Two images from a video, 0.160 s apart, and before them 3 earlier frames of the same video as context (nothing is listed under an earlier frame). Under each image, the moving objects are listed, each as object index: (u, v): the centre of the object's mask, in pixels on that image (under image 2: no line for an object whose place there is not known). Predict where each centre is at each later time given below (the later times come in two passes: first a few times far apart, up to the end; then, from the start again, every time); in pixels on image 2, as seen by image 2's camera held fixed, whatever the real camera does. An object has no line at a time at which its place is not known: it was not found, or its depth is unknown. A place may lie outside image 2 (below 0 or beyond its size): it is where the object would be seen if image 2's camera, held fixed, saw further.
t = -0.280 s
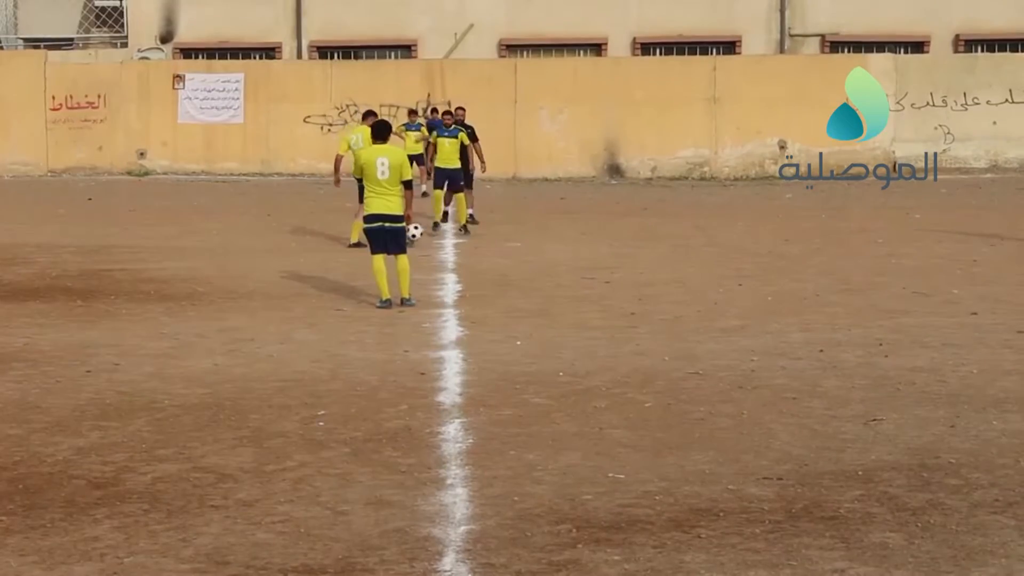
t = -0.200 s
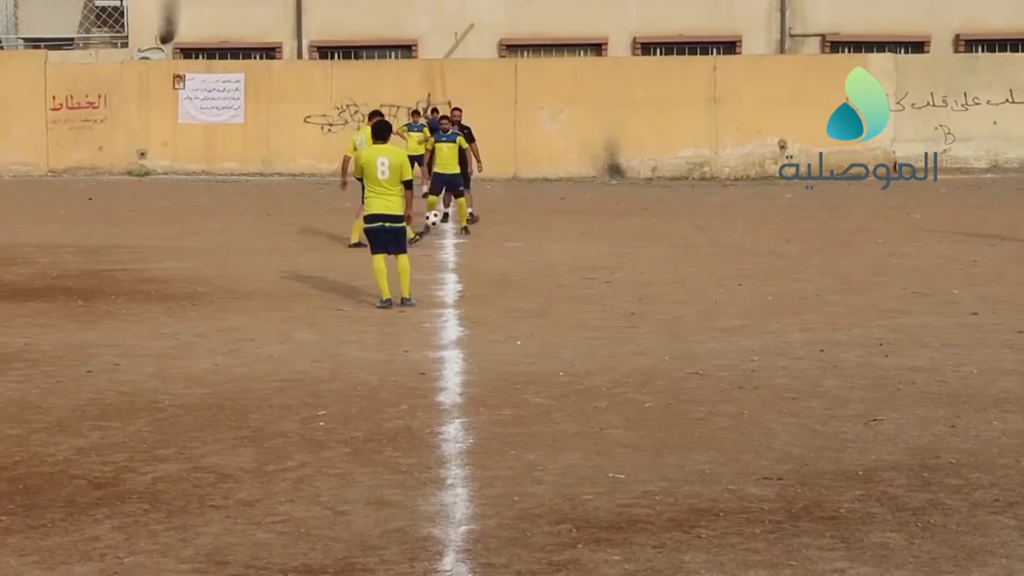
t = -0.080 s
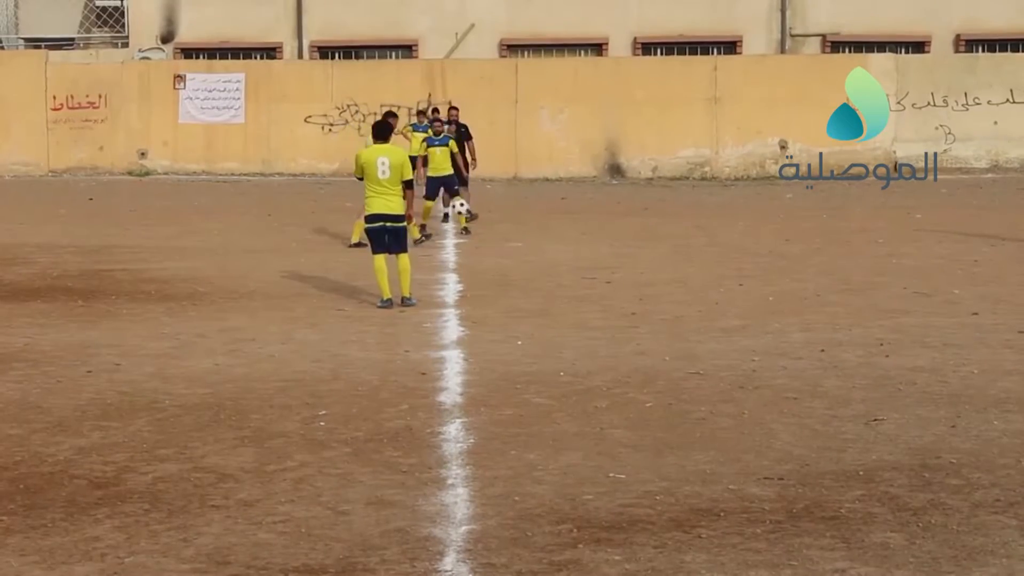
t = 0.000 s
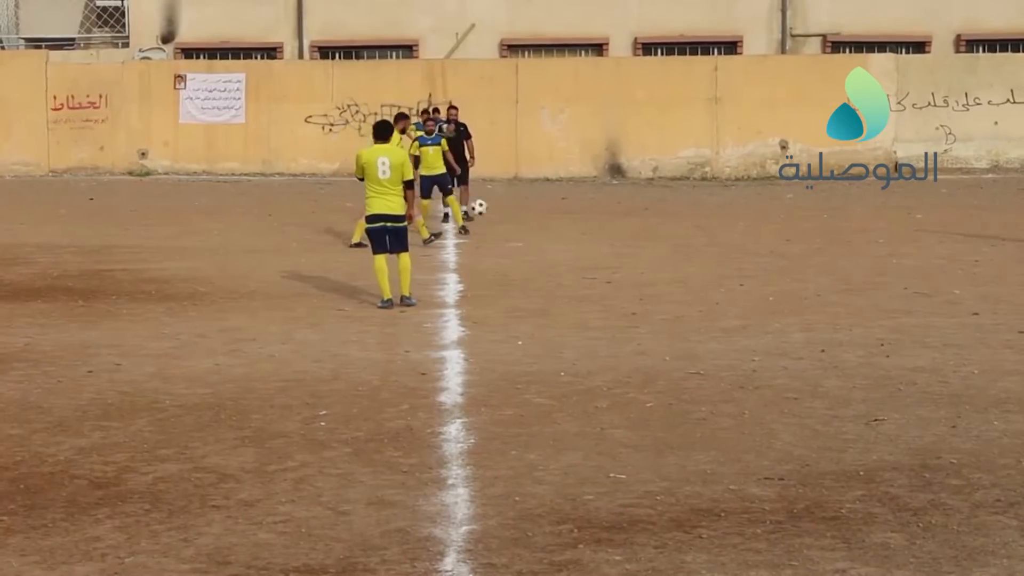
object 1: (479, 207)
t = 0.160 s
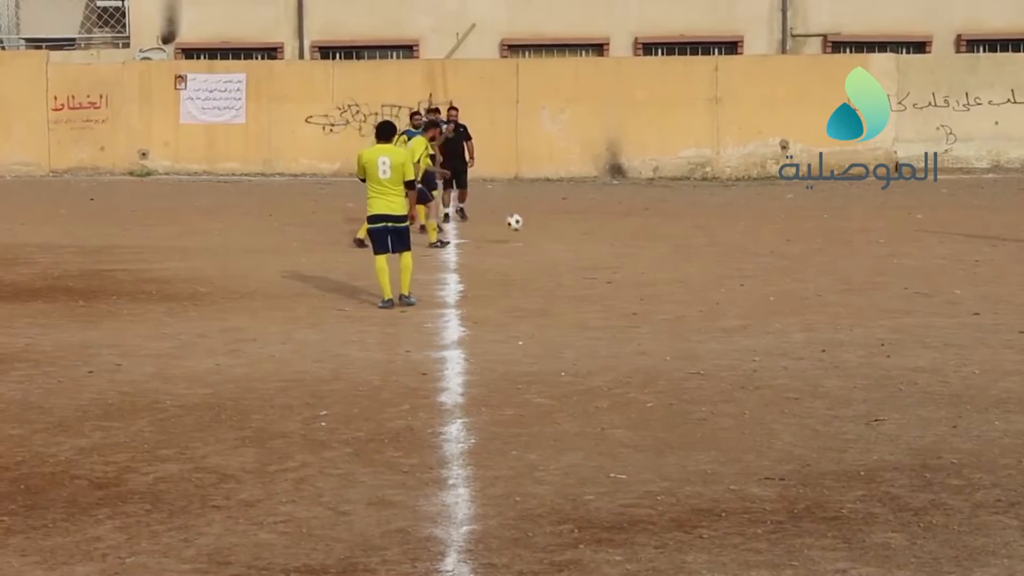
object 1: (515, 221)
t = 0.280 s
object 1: (536, 230)
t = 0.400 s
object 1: (545, 221)
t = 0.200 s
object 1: (525, 226)
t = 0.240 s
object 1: (533, 234)
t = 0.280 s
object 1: (536, 230)
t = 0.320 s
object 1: (539, 226)
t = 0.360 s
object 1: (542, 223)
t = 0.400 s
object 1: (545, 221)
